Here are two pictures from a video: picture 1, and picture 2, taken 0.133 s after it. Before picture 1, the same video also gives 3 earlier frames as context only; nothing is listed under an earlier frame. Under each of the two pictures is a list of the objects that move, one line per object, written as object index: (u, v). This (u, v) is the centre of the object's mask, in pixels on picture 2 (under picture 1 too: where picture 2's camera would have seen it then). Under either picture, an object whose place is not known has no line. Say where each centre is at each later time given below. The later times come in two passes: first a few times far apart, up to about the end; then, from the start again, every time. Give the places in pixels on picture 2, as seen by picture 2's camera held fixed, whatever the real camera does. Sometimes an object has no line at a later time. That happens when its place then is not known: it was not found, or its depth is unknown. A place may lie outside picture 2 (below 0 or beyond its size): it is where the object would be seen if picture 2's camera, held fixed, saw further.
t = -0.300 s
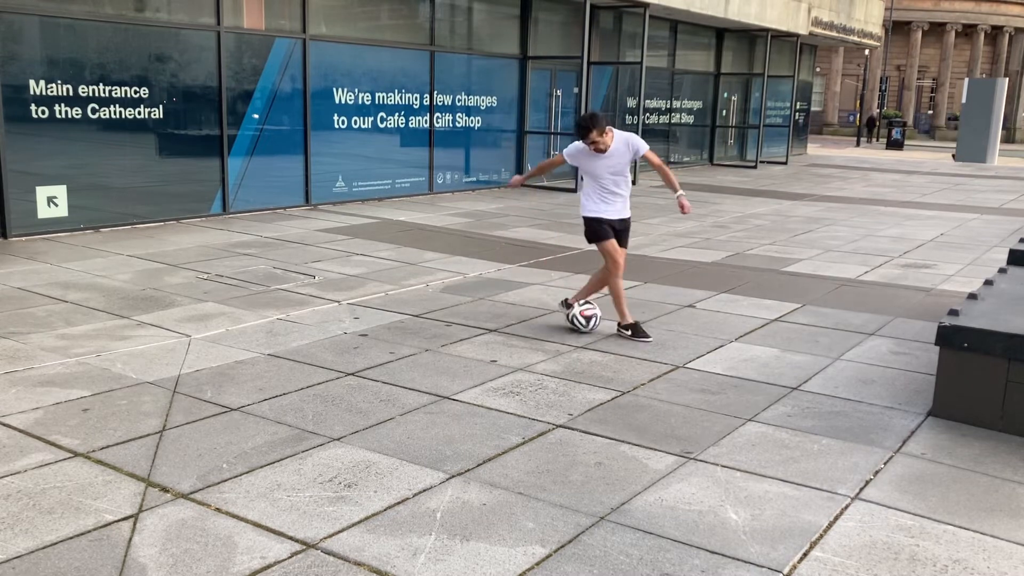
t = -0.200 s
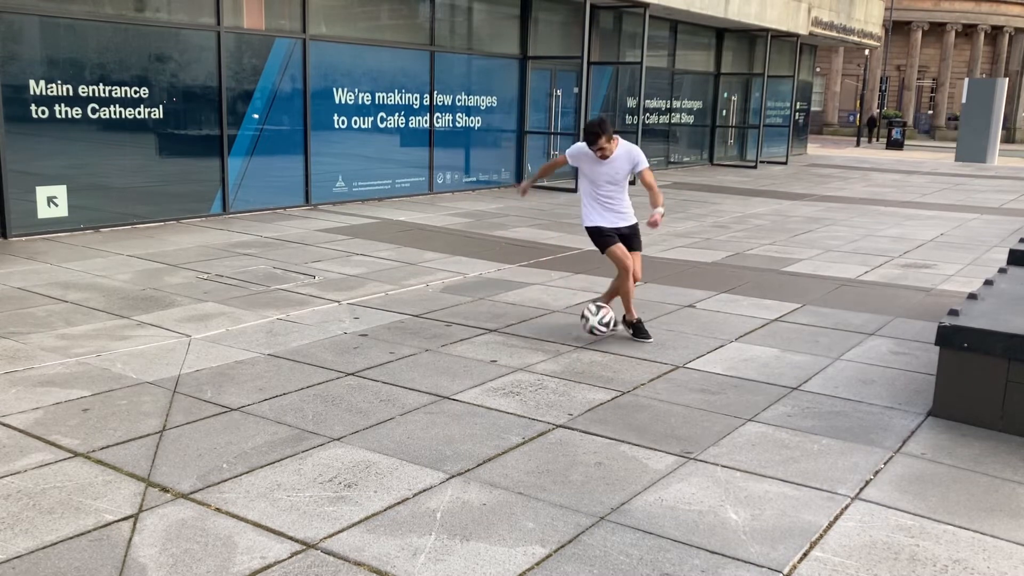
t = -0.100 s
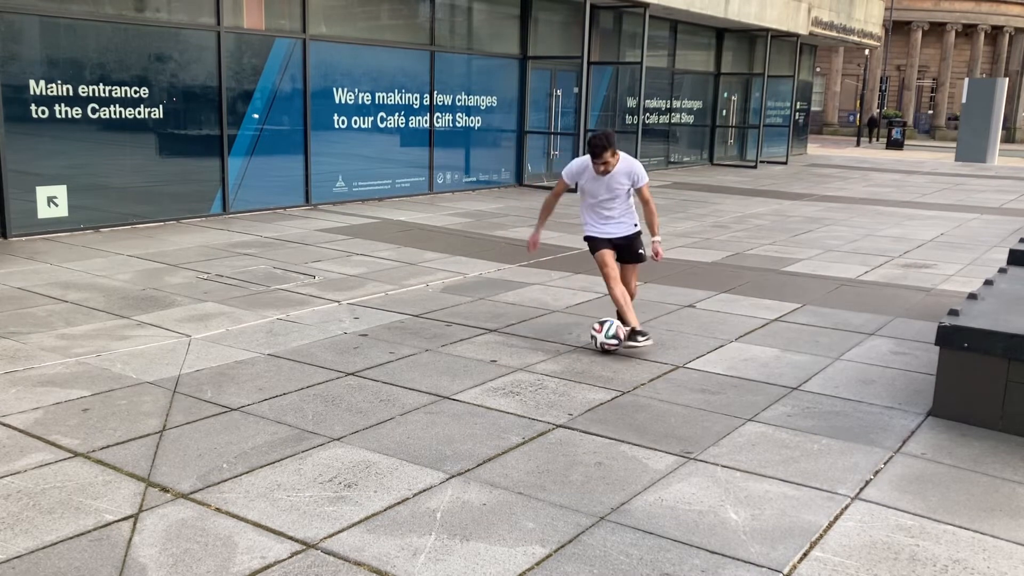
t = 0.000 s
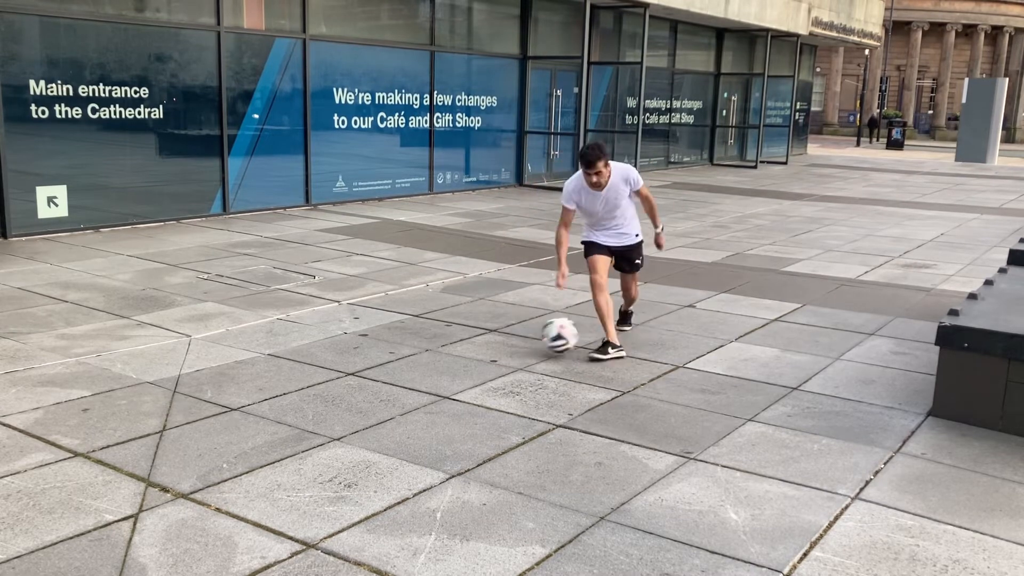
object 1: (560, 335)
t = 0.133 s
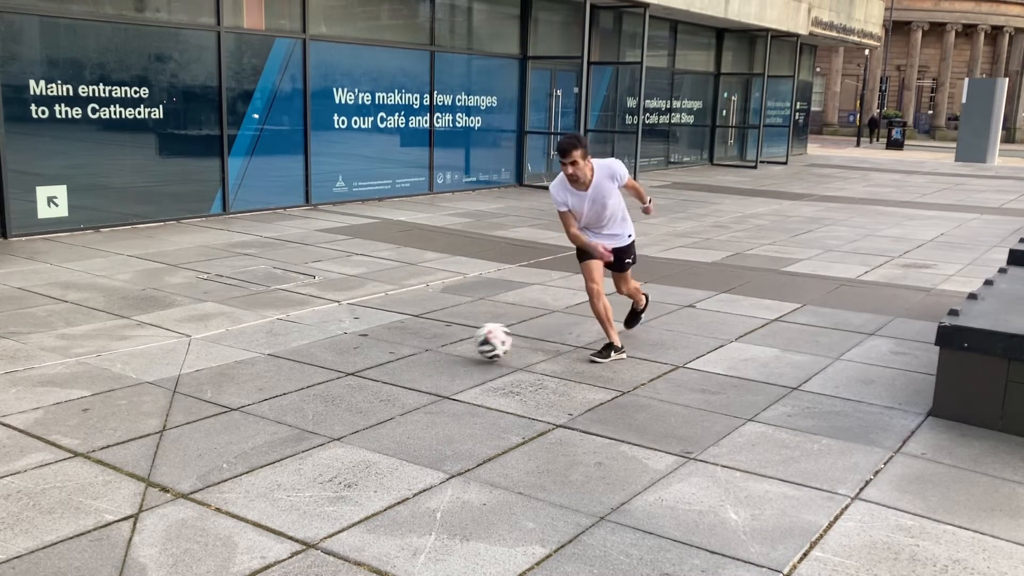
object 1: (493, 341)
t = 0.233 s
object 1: (447, 348)
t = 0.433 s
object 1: (351, 359)
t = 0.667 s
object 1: (227, 373)
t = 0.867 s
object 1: (112, 384)
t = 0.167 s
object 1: (478, 343)
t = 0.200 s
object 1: (462, 347)
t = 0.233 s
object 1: (447, 348)
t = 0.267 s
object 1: (431, 347)
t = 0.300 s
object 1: (416, 350)
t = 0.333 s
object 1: (400, 354)
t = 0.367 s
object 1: (384, 354)
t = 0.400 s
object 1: (367, 355)
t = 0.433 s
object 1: (351, 359)
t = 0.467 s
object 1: (334, 360)
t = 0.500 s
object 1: (316, 361)
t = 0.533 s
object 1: (299, 364)
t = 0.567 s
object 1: (281, 366)
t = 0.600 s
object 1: (264, 366)
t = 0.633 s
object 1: (246, 369)
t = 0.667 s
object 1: (227, 373)
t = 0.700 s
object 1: (209, 373)
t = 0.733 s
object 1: (189, 375)
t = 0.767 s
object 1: (170, 379)
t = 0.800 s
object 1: (150, 379)
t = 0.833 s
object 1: (131, 380)
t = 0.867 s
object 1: (112, 384)
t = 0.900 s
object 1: (90, 384)
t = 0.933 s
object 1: (70, 386)
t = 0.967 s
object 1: (49, 388)
